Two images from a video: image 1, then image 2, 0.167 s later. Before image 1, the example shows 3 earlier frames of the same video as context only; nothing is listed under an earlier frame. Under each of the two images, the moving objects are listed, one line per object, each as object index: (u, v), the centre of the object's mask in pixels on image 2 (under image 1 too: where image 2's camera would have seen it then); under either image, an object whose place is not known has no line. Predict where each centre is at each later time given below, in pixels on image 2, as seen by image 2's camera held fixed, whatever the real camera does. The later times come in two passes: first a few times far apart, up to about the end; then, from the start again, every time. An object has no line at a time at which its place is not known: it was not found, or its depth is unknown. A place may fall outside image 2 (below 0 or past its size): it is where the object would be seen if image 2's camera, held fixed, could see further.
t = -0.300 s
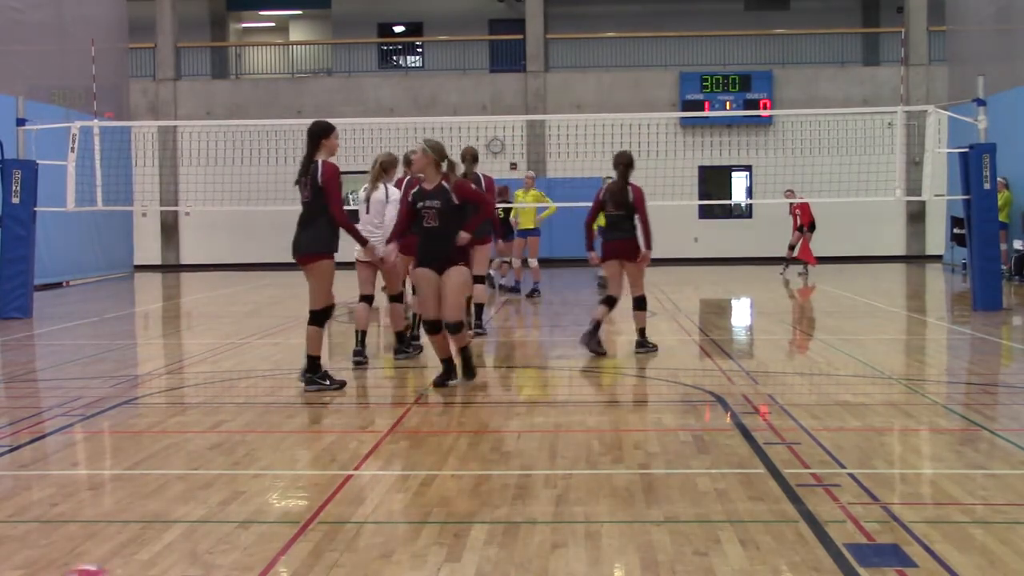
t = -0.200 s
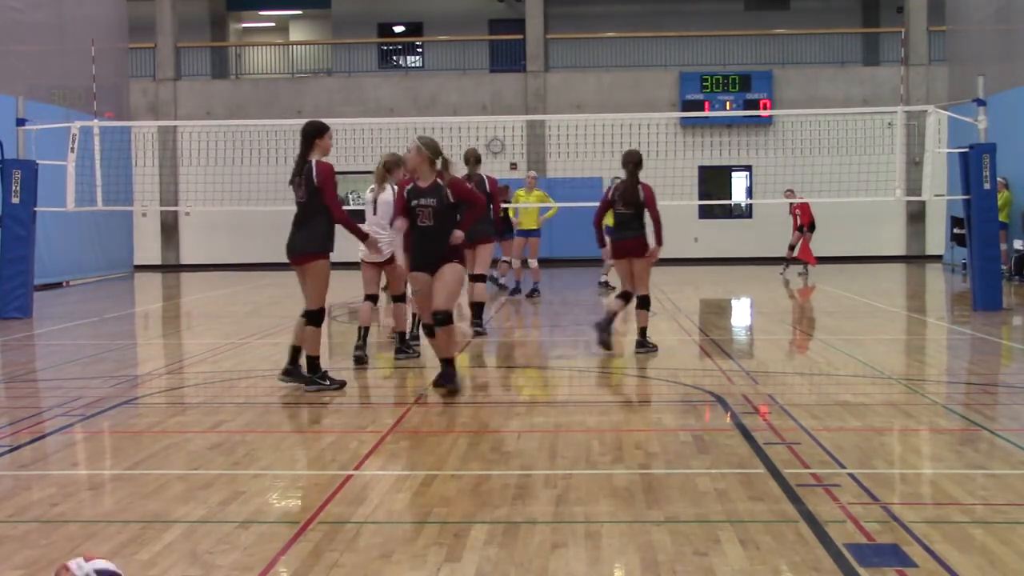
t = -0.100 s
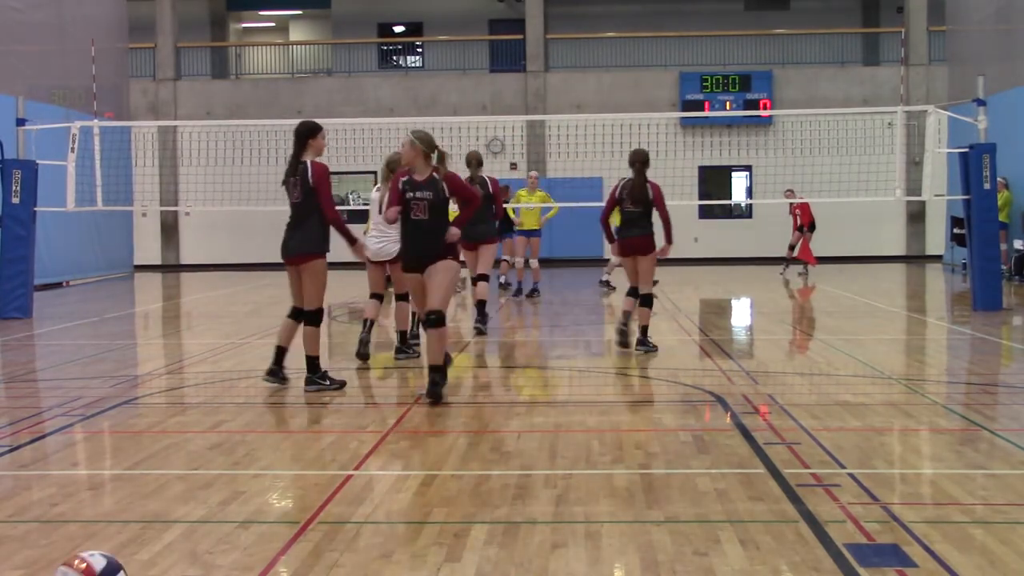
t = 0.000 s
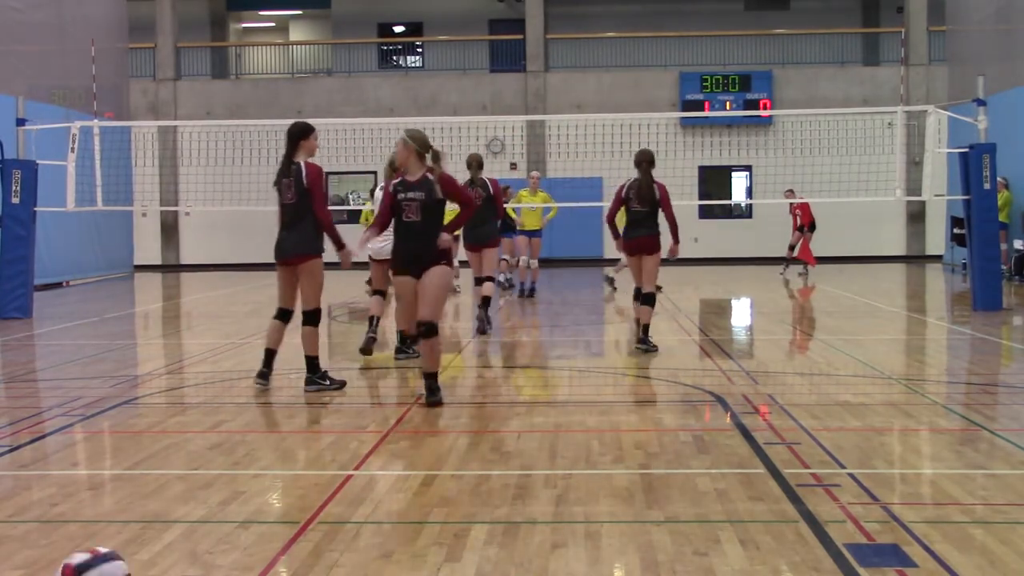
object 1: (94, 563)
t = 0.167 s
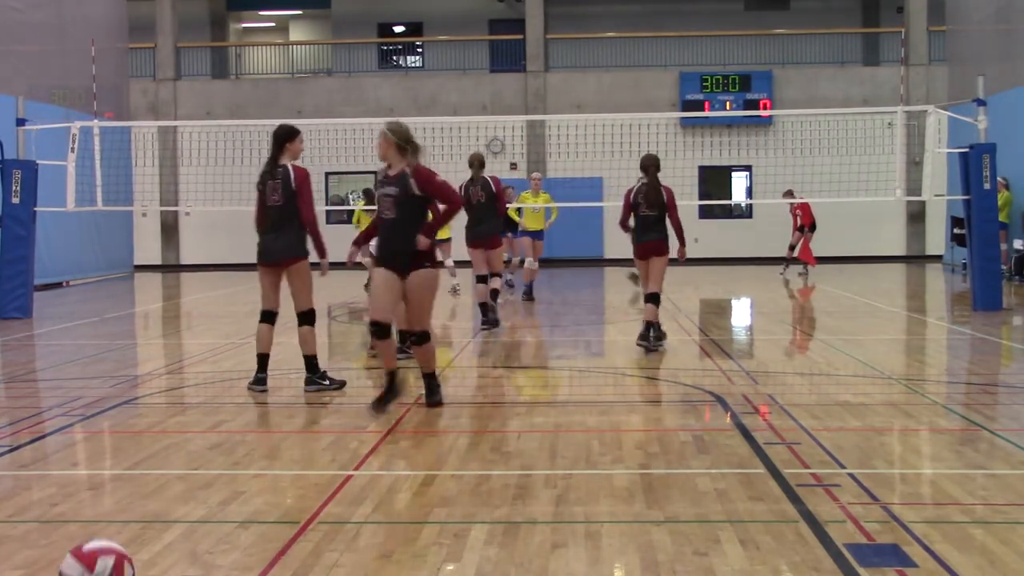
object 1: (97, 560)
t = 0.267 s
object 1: (99, 558)
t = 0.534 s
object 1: (104, 551)
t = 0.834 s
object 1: (110, 542)
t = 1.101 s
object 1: (116, 532)
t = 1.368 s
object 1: (121, 521)
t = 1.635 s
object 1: (125, 513)
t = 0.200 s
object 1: (98, 559)
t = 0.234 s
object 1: (99, 558)
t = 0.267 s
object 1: (99, 558)
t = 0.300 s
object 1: (99, 557)
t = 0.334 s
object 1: (100, 556)
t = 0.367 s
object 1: (101, 555)
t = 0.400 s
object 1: (102, 555)
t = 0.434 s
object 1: (102, 554)
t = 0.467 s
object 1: (103, 553)
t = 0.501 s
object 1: (103, 552)
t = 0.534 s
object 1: (104, 551)
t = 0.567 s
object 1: (105, 550)
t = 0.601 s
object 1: (105, 550)
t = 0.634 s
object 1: (105, 549)
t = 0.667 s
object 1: (106, 548)
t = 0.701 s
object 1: (107, 547)
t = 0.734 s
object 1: (108, 547)
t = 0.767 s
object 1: (108, 545)
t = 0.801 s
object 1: (109, 544)
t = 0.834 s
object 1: (110, 542)
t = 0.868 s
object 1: (111, 541)
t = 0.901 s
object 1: (111, 540)
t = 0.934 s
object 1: (112, 538)
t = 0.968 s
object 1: (113, 537)
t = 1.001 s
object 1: (114, 535)
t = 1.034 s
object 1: (115, 534)
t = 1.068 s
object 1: (115, 533)
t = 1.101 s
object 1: (116, 532)
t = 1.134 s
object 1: (117, 531)
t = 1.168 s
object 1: (117, 529)
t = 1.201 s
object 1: (118, 528)
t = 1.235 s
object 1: (119, 527)
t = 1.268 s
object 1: (119, 525)
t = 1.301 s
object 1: (120, 524)
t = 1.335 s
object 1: (121, 523)
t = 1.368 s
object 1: (121, 521)
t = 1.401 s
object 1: (123, 520)
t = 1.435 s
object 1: (123, 519)
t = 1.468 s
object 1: (123, 517)
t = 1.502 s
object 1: (123, 517)
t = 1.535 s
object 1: (123, 516)
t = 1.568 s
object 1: (124, 515)
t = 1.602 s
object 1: (124, 513)
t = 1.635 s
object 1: (125, 513)
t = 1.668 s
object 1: (125, 512)
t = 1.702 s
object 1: (125, 511)
